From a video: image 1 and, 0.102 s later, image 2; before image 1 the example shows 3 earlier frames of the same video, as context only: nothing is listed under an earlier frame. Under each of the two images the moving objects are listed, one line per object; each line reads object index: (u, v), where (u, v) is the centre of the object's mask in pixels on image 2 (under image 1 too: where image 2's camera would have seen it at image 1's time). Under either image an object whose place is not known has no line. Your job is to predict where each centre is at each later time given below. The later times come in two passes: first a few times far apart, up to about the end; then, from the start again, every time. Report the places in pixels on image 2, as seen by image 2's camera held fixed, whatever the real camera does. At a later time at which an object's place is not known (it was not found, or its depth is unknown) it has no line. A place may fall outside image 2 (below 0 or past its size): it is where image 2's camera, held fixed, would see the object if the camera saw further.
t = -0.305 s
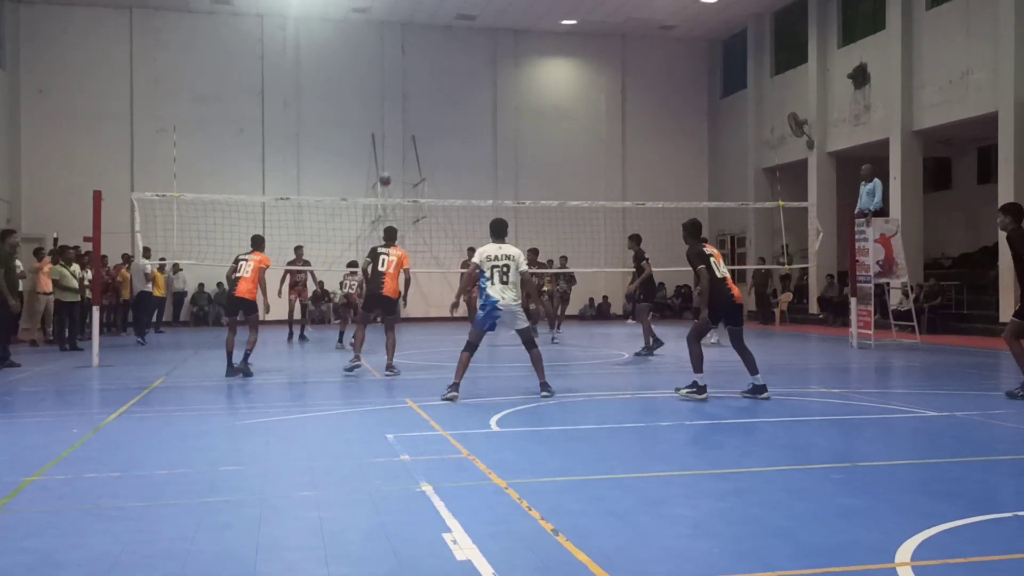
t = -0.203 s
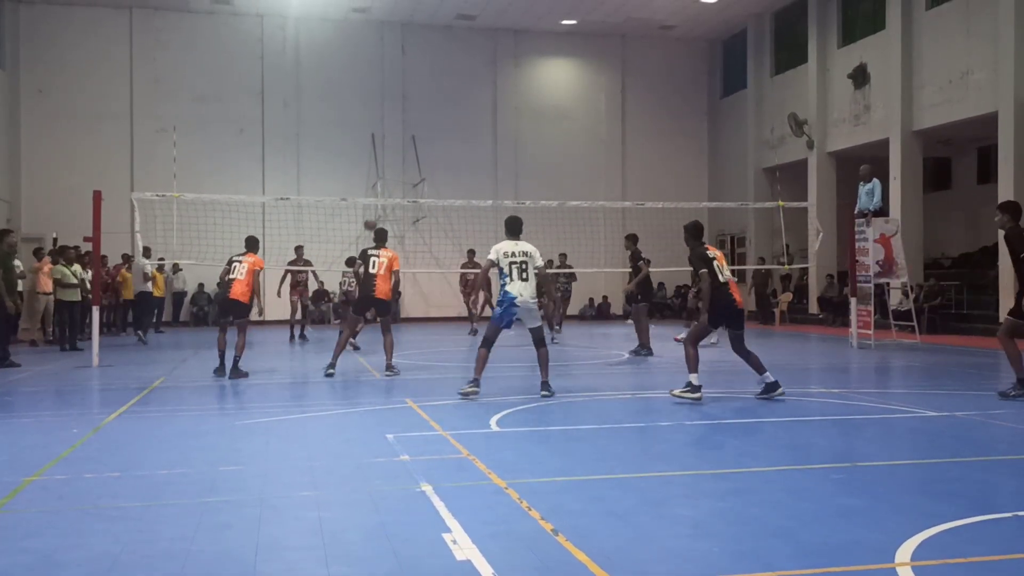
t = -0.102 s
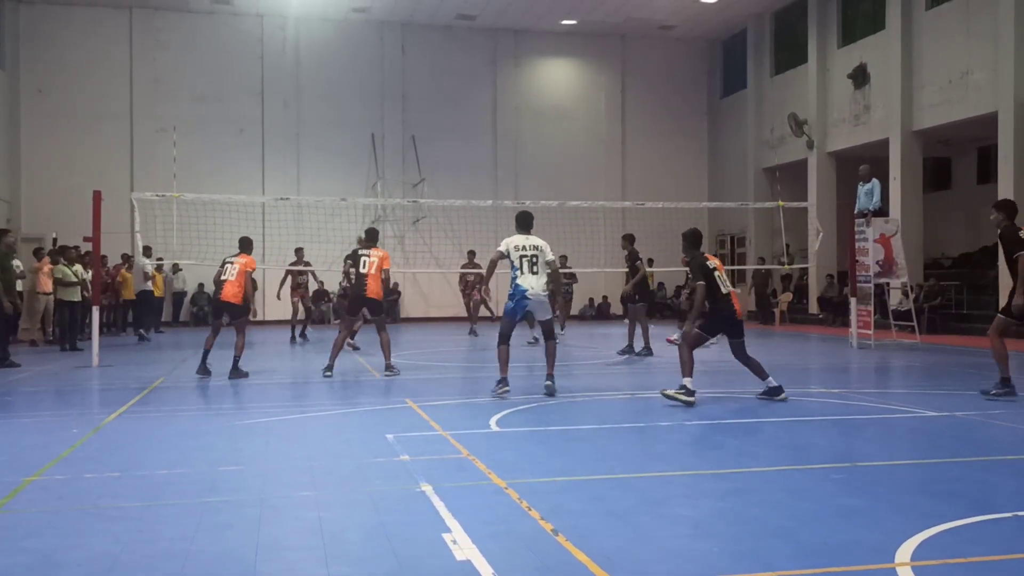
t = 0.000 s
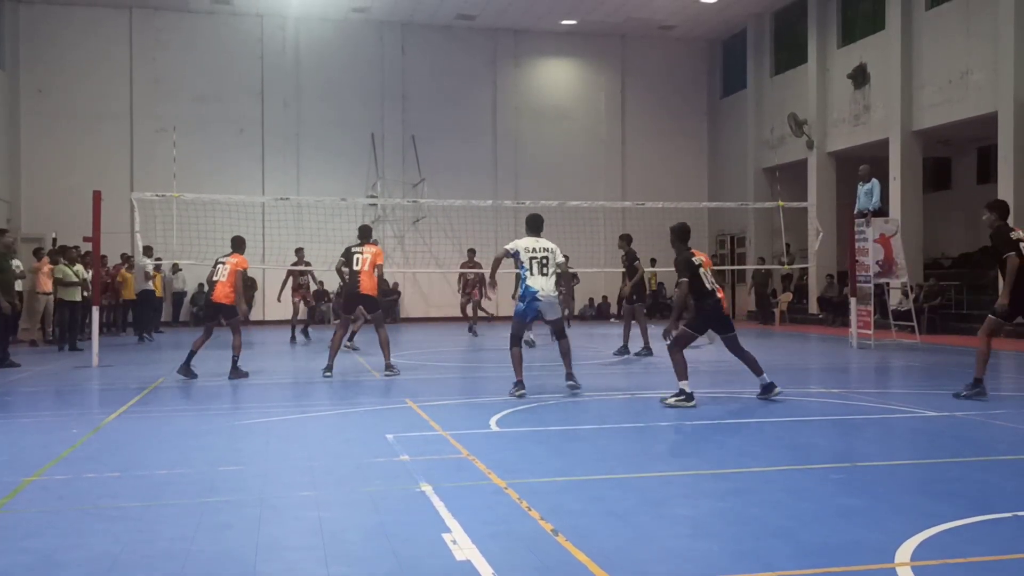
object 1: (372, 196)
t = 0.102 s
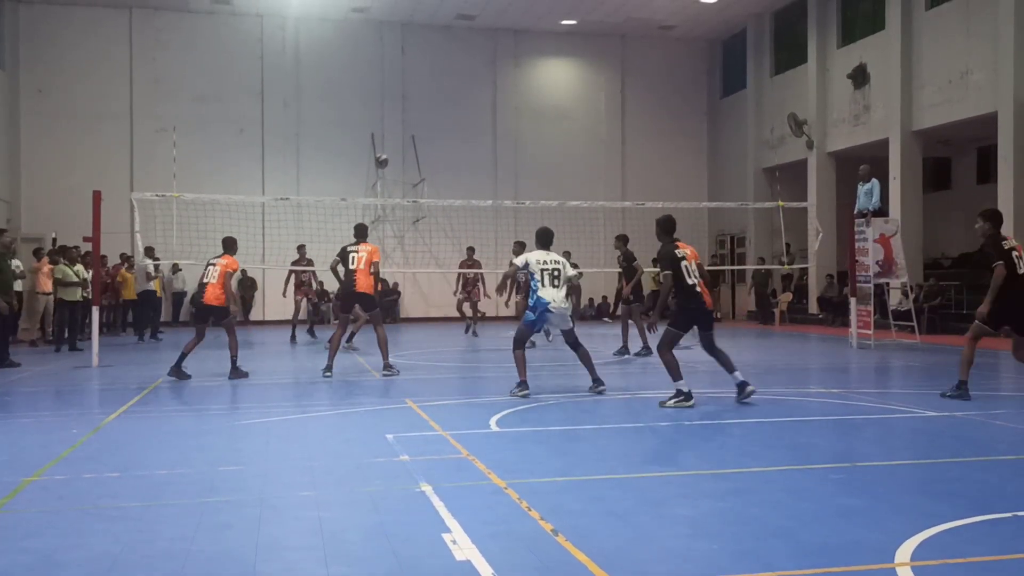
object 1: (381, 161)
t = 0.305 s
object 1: (400, 99)
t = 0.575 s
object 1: (428, 54)
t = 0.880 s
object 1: (467, 74)
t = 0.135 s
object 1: (384, 150)
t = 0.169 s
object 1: (387, 138)
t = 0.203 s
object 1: (390, 128)
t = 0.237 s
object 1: (394, 117)
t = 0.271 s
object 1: (397, 108)
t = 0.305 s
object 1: (400, 99)
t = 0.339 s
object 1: (403, 91)
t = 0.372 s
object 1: (407, 83)
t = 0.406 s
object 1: (410, 77)
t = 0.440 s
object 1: (414, 71)
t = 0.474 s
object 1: (417, 65)
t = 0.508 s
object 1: (421, 61)
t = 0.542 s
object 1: (425, 57)
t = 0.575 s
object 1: (428, 54)
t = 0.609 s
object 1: (432, 53)
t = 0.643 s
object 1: (436, 51)
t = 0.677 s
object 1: (440, 51)
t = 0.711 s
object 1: (444, 52)
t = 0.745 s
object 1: (448, 54)
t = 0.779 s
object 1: (453, 57)
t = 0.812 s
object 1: (457, 61)
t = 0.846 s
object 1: (462, 67)
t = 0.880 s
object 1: (467, 74)
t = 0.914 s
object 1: (471, 81)
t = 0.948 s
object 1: (477, 91)
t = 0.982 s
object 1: (481, 102)
